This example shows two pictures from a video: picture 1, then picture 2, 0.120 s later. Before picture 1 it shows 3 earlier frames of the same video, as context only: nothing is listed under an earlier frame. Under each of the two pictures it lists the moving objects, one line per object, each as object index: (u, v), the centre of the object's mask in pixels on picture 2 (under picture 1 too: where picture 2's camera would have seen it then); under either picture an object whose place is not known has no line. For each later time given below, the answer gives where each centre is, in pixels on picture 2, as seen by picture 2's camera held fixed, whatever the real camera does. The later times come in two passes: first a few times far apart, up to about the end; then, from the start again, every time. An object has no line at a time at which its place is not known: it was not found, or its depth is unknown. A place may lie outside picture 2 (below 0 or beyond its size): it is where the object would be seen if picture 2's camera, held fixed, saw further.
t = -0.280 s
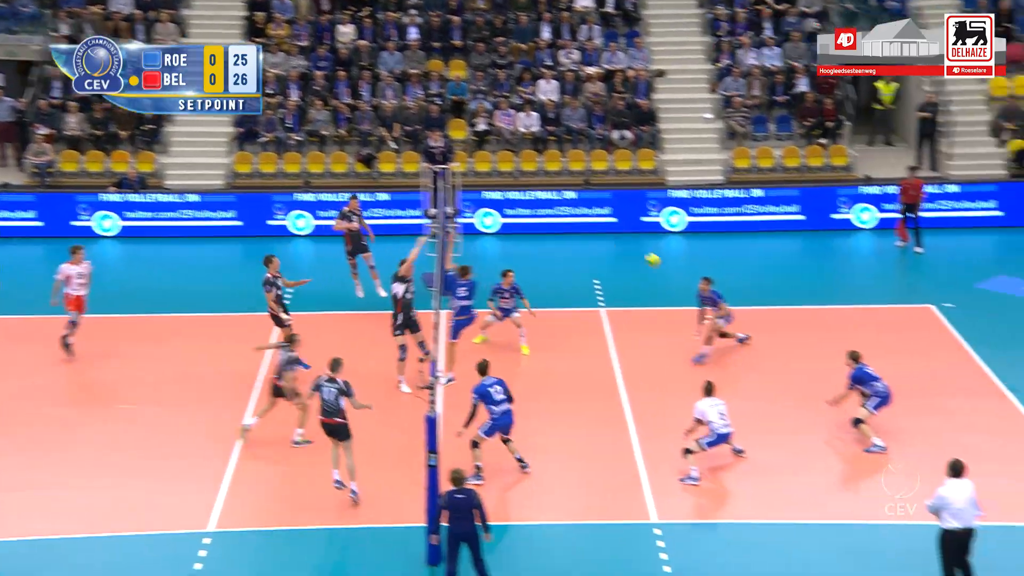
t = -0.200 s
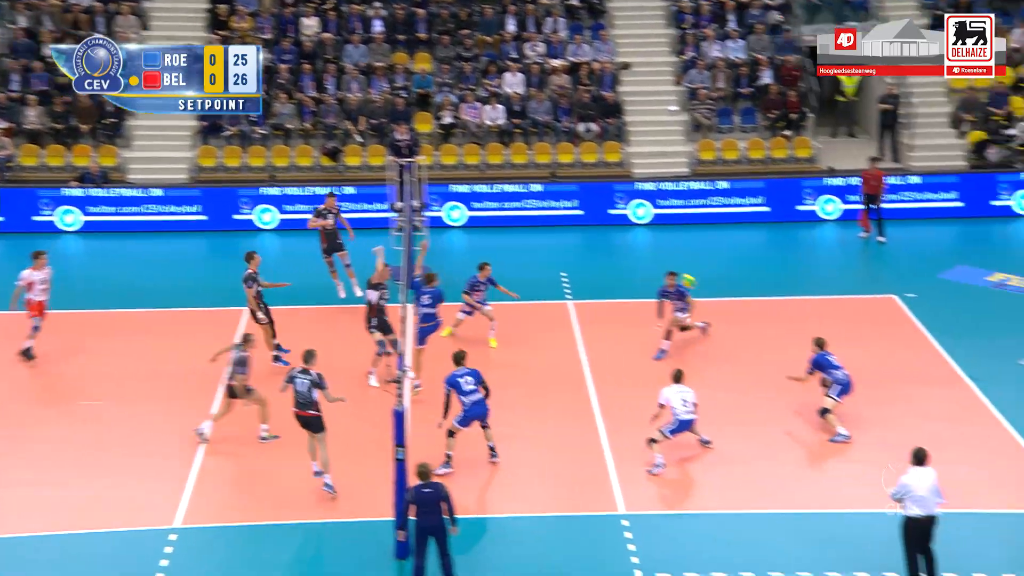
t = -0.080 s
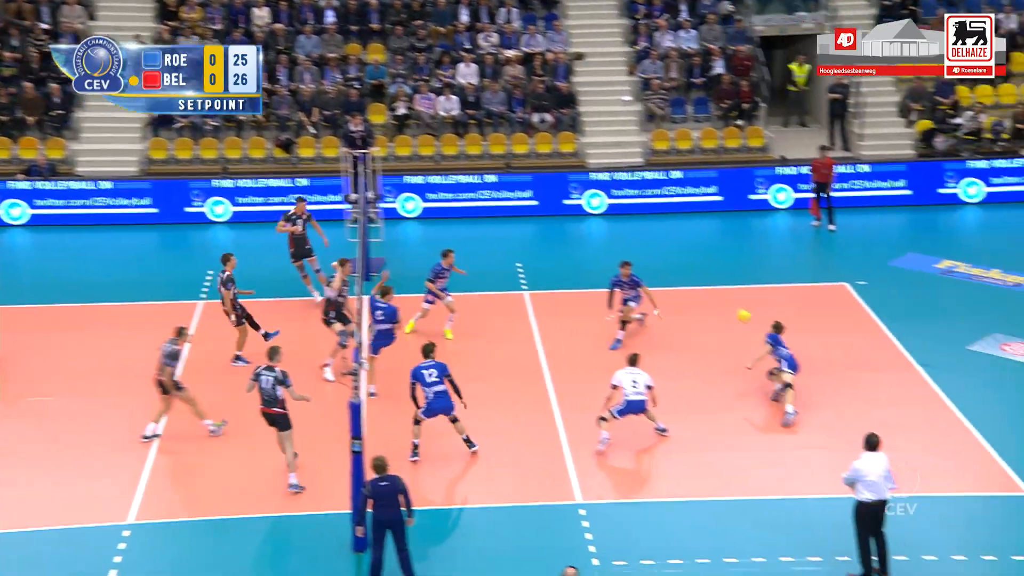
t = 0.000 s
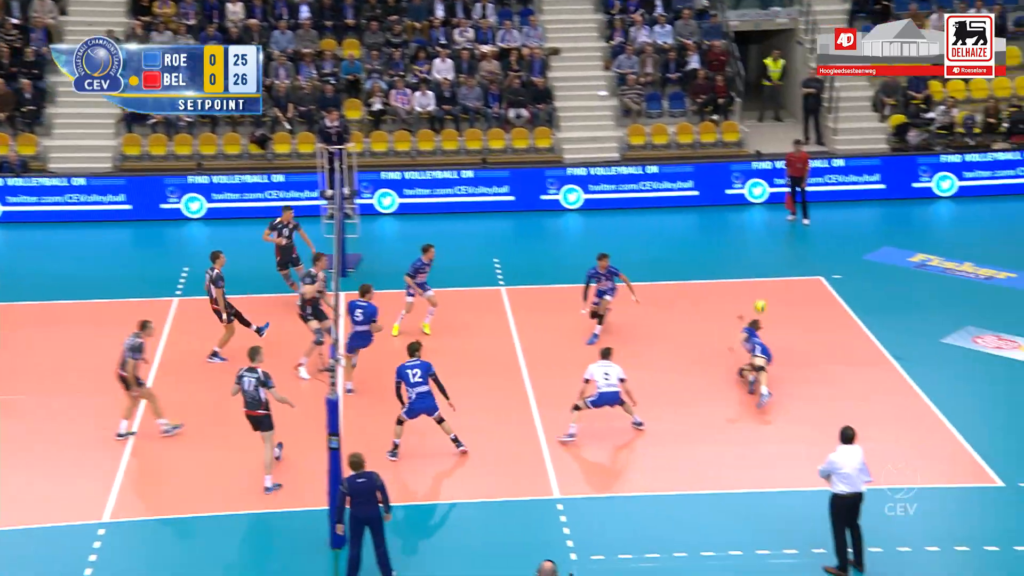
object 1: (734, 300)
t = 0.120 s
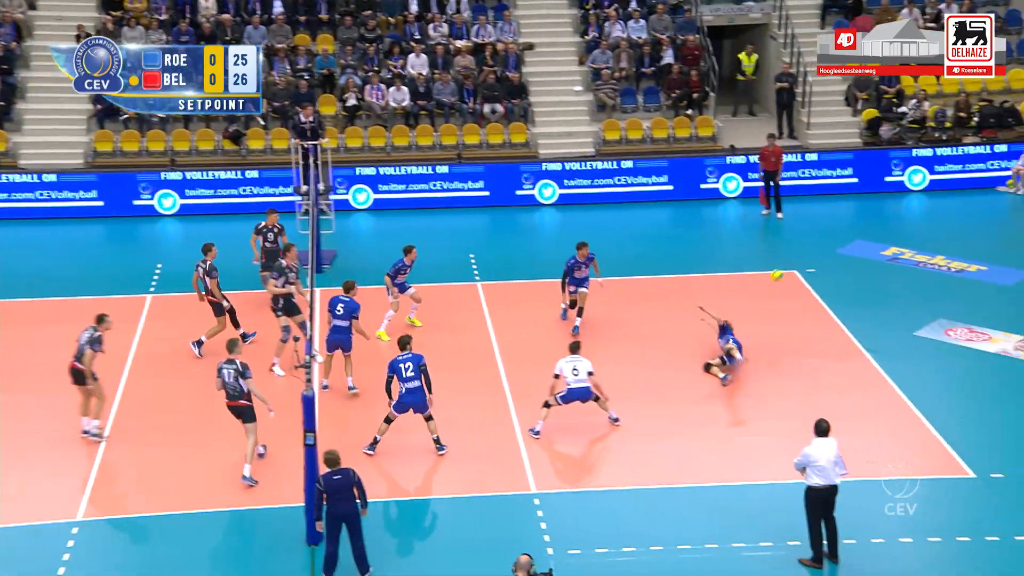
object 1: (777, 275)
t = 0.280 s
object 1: (828, 257)
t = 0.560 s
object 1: (910, 261)
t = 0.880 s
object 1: (988, 230)
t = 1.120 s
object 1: (1036, 214)
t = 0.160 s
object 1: (791, 268)
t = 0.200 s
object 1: (804, 264)
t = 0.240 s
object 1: (816, 260)
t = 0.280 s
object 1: (828, 257)
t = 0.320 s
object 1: (841, 255)
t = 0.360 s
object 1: (853, 253)
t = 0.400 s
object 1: (866, 253)
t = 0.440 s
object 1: (876, 254)
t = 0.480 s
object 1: (889, 255)
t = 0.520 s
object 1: (900, 259)
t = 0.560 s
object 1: (910, 261)
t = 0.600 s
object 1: (921, 265)
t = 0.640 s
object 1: (932, 270)
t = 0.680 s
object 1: (942, 268)
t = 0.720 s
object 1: (951, 259)
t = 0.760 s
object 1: (961, 249)
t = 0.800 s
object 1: (970, 242)
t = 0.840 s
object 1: (978, 236)
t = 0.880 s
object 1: (988, 230)
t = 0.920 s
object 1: (997, 225)
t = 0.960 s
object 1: (1004, 221)
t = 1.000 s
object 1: (1013, 218)
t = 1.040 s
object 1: (1021, 216)
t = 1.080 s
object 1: (1029, 215)
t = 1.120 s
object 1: (1036, 214)
